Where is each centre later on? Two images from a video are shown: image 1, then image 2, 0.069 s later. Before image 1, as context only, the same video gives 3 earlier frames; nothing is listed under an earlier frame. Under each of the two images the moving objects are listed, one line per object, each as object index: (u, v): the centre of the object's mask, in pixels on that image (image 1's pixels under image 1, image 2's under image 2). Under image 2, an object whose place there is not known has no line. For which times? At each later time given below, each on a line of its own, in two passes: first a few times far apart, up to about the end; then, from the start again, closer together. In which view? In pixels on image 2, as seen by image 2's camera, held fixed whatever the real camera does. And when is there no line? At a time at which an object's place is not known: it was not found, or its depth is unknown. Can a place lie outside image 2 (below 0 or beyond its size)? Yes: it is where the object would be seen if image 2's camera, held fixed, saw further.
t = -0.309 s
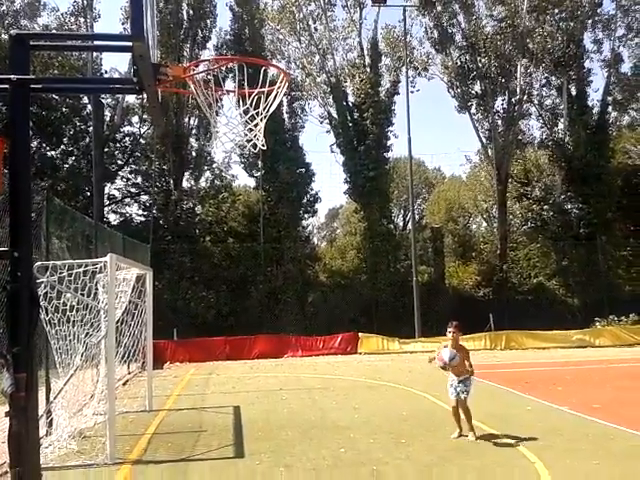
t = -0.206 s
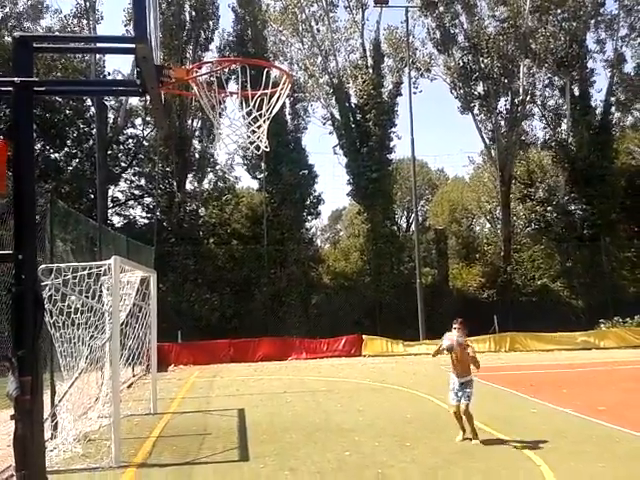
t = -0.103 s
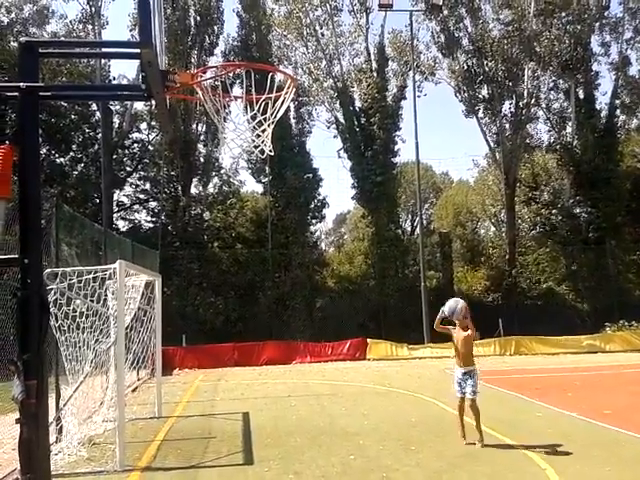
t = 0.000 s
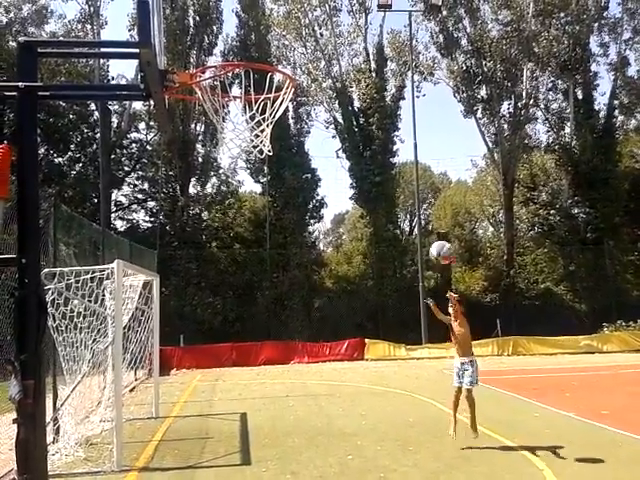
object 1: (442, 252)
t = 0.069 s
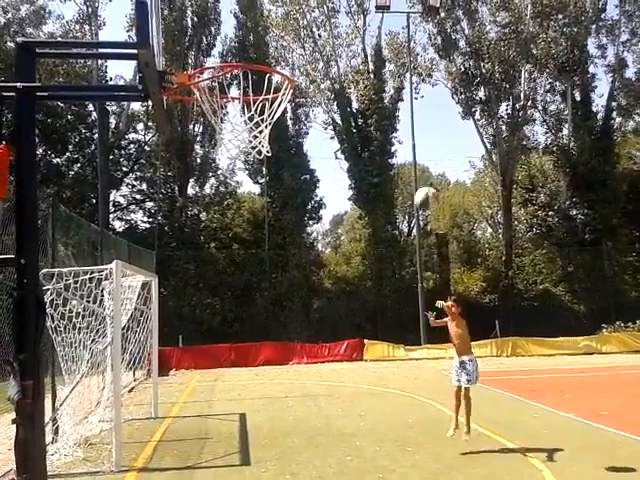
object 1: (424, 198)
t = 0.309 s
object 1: (392, 92)
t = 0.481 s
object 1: (365, 34)
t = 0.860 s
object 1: (267, 18)
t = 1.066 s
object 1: (240, 92)
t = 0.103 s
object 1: (421, 181)
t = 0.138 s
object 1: (417, 166)
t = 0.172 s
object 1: (412, 150)
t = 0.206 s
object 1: (408, 134)
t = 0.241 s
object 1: (402, 119)
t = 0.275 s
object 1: (397, 104)
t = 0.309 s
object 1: (392, 92)
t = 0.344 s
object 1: (387, 79)
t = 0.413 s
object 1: (375, 57)
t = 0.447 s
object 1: (370, 45)
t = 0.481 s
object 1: (365, 34)
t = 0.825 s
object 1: (289, 10)
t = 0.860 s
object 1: (267, 18)
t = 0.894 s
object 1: (256, 25)
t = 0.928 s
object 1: (244, 37)
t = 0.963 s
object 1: (232, 46)
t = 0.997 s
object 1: (218, 70)
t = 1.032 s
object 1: (231, 88)
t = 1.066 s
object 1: (240, 92)
